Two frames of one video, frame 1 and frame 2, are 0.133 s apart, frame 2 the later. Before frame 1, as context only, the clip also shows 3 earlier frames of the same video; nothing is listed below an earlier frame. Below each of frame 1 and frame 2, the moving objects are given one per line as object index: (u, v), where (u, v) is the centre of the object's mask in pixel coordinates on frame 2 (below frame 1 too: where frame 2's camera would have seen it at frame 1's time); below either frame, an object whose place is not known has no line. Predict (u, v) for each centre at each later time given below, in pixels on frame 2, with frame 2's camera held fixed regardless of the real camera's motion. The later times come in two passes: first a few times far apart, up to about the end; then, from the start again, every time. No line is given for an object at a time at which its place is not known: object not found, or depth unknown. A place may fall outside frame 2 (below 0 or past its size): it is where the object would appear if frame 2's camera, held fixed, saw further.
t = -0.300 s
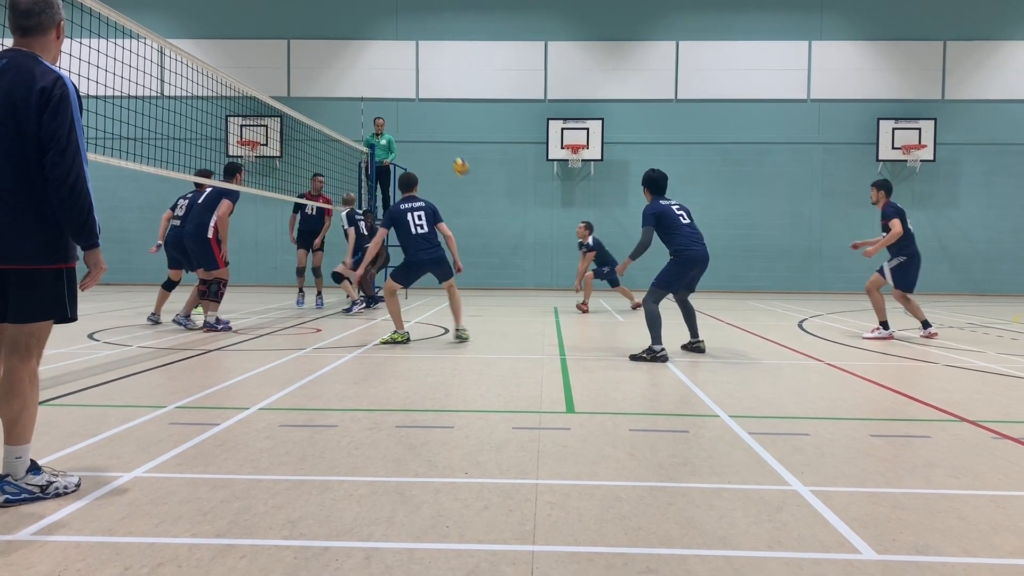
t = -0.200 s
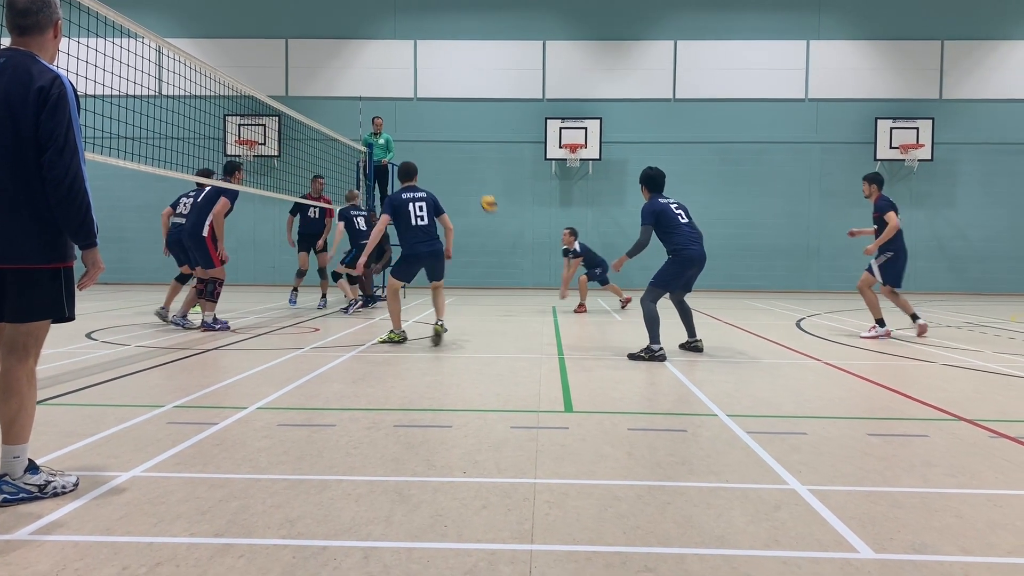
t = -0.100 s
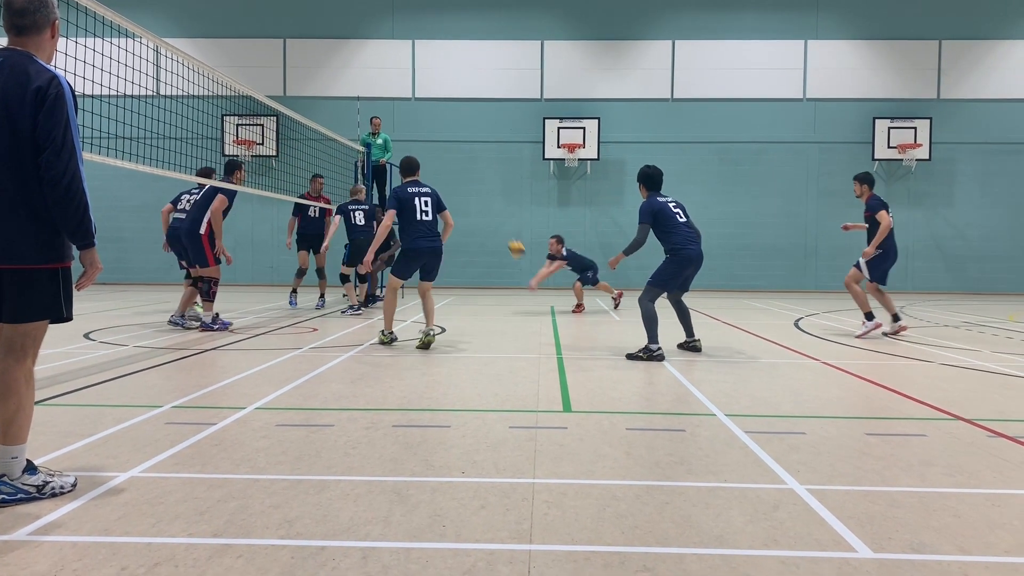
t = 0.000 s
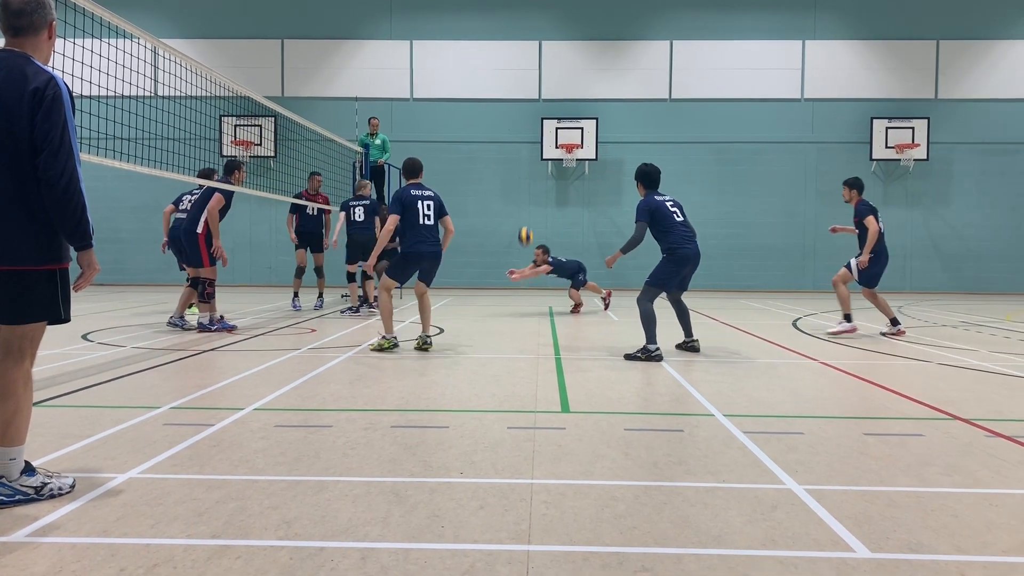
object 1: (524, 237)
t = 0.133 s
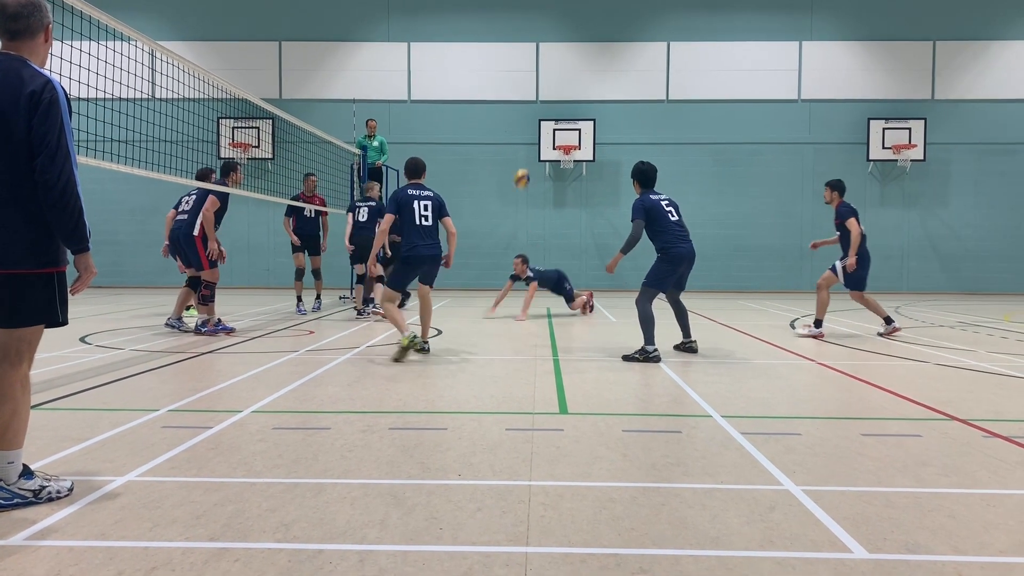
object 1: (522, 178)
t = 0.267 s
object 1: (519, 128)
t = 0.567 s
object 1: (514, 60)
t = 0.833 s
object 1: (510, 59)
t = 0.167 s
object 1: (521, 165)
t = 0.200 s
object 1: (520, 152)
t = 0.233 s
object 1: (520, 139)
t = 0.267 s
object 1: (519, 128)
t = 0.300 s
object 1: (519, 118)
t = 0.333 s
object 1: (518, 108)
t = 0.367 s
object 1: (517, 99)
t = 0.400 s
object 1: (517, 90)
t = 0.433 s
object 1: (516, 82)
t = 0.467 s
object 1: (516, 75)
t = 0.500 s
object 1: (515, 69)
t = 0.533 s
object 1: (515, 64)
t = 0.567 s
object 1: (514, 60)
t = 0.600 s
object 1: (513, 56)
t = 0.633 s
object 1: (513, 53)
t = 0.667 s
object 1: (512, 52)
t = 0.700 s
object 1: (512, 51)
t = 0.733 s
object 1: (512, 52)
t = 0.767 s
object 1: (511, 53)
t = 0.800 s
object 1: (511, 56)
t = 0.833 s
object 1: (510, 59)
